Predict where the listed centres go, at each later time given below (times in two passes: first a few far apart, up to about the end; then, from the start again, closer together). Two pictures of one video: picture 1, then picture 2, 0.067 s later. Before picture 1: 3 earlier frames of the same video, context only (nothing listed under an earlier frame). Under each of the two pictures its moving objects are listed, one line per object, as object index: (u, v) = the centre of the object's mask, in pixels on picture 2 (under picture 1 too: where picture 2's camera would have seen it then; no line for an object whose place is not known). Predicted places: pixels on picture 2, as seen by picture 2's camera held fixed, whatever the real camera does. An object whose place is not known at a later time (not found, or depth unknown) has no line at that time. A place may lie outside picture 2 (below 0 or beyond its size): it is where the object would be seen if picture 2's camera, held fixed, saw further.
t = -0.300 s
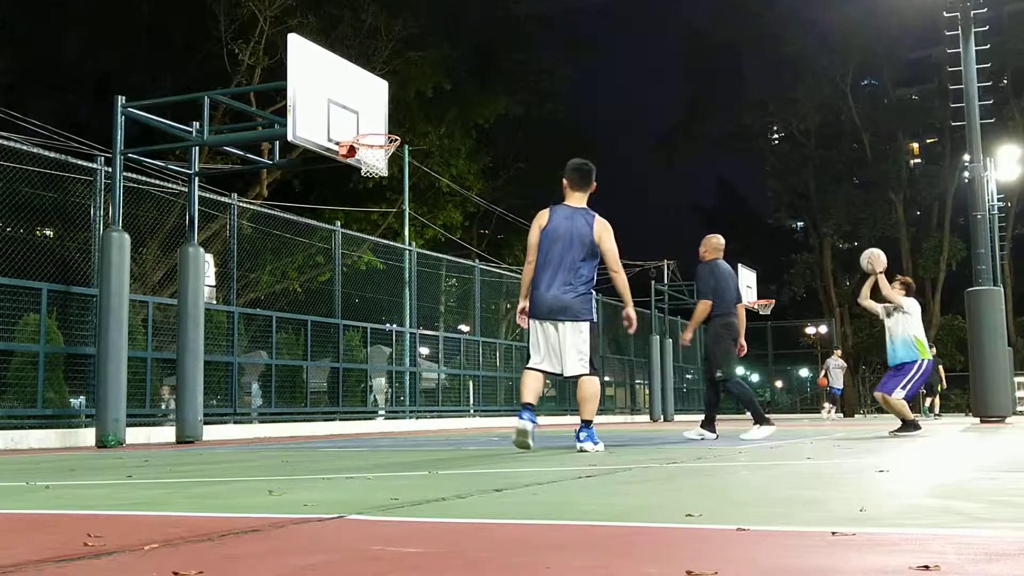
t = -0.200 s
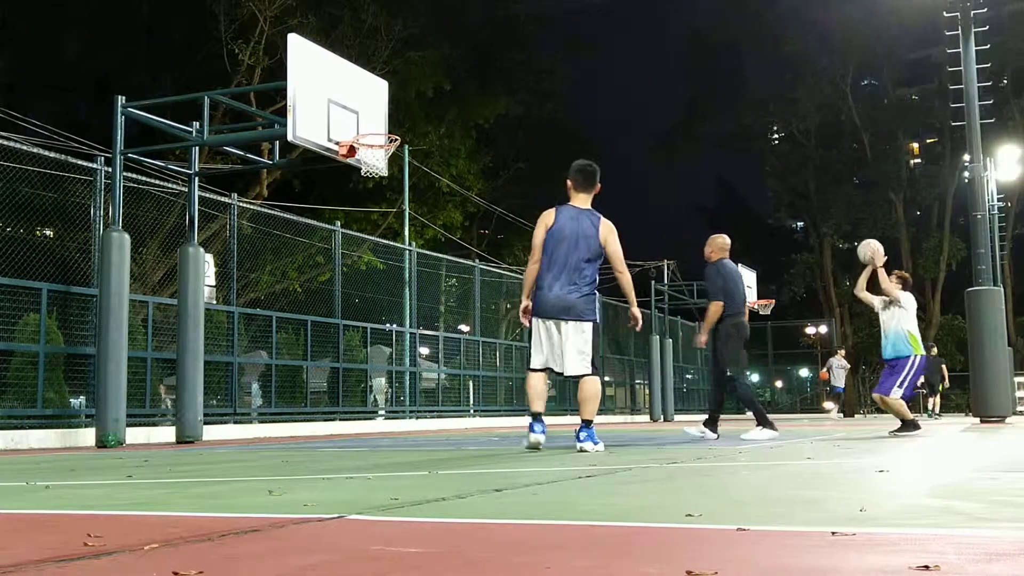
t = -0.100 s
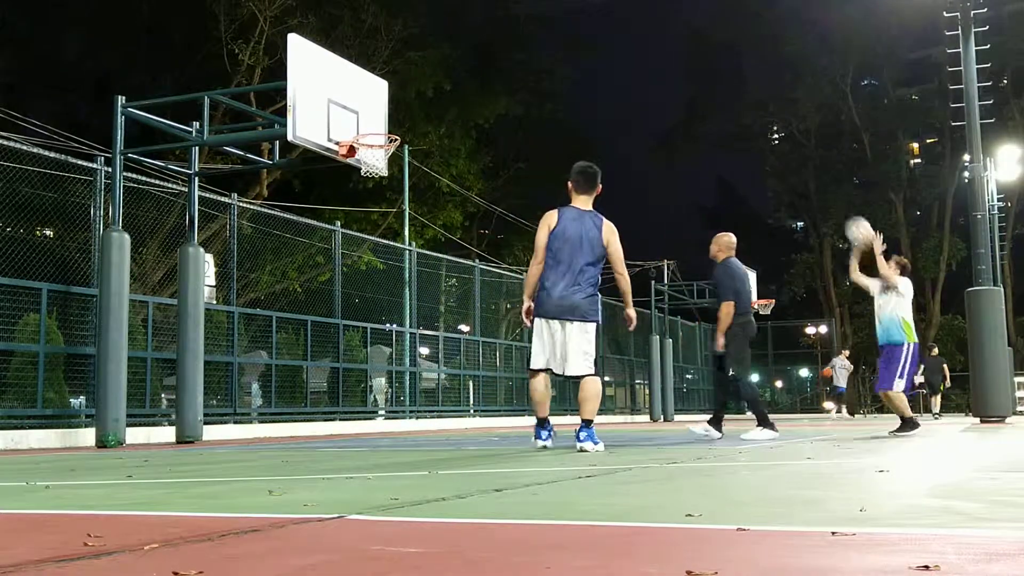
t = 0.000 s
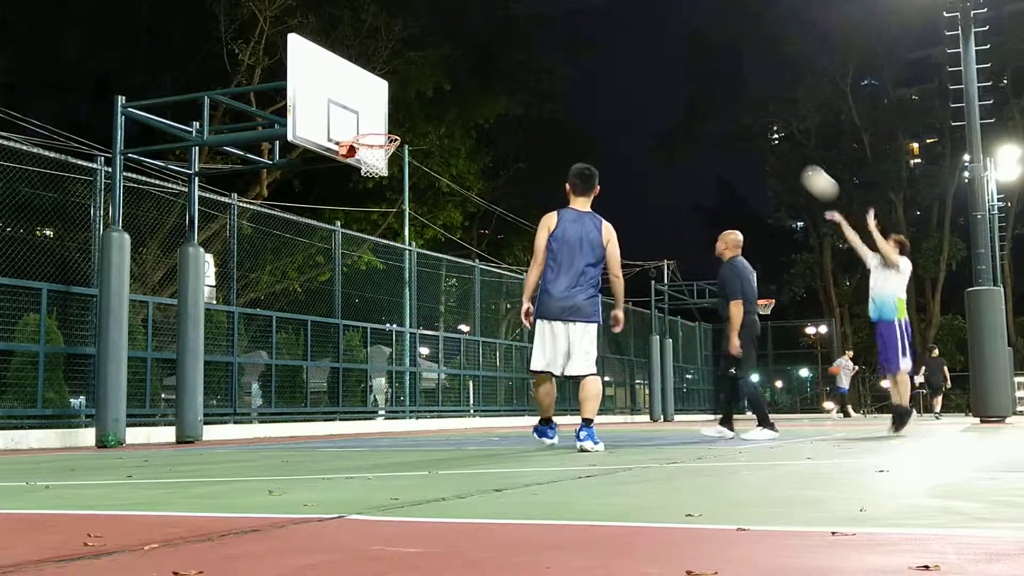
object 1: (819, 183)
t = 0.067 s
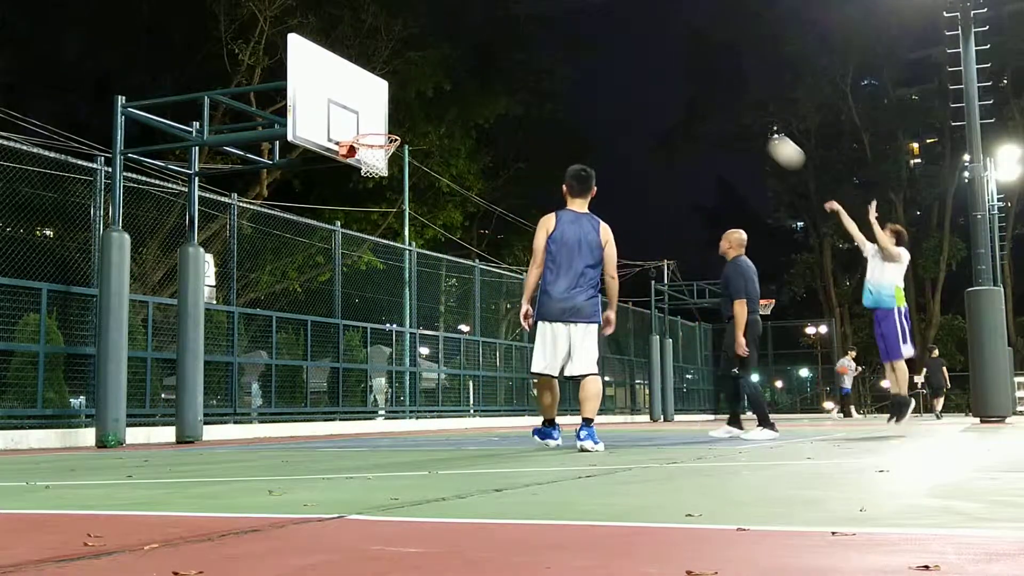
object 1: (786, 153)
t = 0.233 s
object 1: (705, 93)
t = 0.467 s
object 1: (598, 54)
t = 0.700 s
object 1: (493, 66)
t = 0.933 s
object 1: (396, 124)
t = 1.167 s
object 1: (369, 156)
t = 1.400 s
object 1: (392, 204)
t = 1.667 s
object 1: (415, 318)
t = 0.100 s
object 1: (770, 139)
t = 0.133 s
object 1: (753, 126)
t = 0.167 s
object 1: (737, 114)
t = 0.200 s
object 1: (721, 103)
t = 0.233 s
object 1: (705, 93)
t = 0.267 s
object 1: (689, 85)
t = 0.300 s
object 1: (674, 77)
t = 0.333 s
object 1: (658, 71)
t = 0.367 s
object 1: (643, 65)
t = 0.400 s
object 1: (628, 61)
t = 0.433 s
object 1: (613, 57)
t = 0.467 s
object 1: (598, 54)
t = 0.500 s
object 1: (582, 53)
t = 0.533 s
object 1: (567, 53)
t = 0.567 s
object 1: (552, 53)
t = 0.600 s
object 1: (537, 55)
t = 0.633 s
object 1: (523, 58)
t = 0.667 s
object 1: (508, 61)
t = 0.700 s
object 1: (493, 66)
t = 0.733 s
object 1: (478, 72)
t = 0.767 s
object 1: (463, 78)
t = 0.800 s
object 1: (448, 86)
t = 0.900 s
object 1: (405, 115)
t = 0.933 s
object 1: (396, 124)
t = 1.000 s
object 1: (363, 154)
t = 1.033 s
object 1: (358, 156)
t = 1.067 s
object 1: (360, 156)
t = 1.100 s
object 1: (363, 156)
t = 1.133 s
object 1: (366, 158)
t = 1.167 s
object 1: (369, 156)
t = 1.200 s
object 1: (372, 159)
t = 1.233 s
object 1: (375, 164)
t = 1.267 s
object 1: (380, 173)
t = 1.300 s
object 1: (384, 179)
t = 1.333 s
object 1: (387, 187)
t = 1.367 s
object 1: (389, 194)
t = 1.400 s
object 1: (392, 204)
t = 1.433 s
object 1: (395, 215)
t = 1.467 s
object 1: (397, 226)
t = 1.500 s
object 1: (401, 239)
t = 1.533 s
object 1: (404, 253)
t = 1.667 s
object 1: (415, 318)
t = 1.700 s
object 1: (419, 339)
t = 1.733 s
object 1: (422, 360)
